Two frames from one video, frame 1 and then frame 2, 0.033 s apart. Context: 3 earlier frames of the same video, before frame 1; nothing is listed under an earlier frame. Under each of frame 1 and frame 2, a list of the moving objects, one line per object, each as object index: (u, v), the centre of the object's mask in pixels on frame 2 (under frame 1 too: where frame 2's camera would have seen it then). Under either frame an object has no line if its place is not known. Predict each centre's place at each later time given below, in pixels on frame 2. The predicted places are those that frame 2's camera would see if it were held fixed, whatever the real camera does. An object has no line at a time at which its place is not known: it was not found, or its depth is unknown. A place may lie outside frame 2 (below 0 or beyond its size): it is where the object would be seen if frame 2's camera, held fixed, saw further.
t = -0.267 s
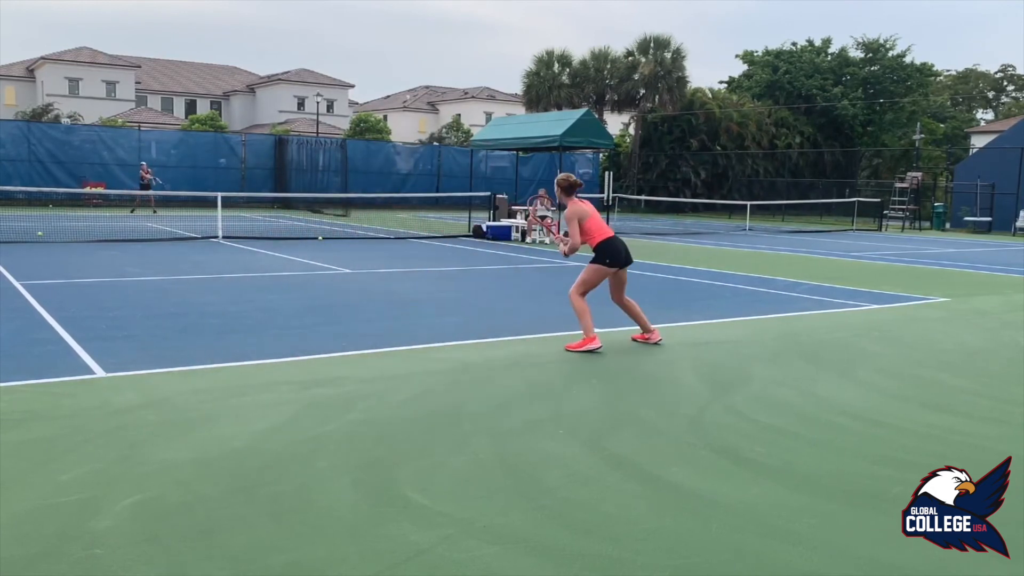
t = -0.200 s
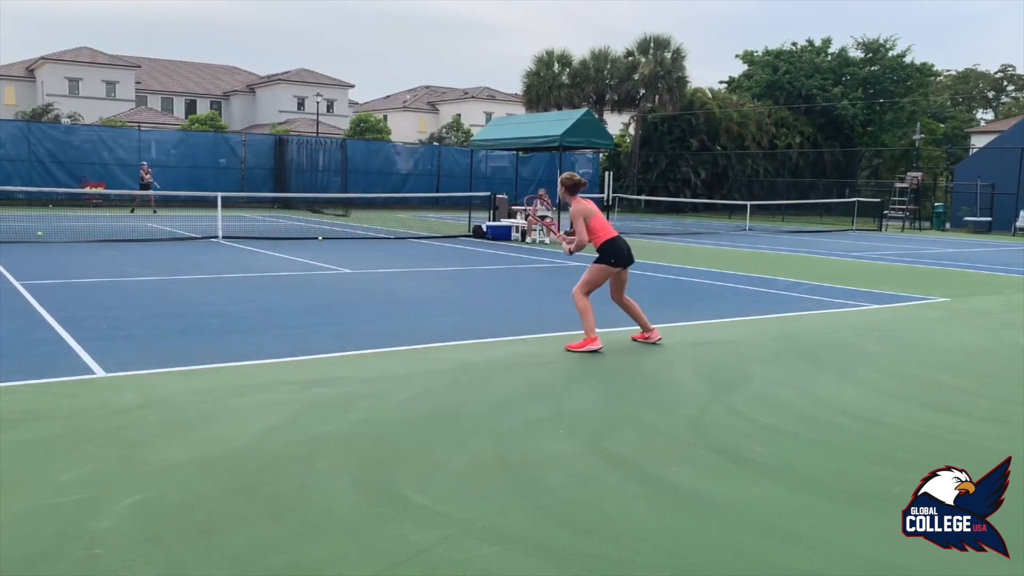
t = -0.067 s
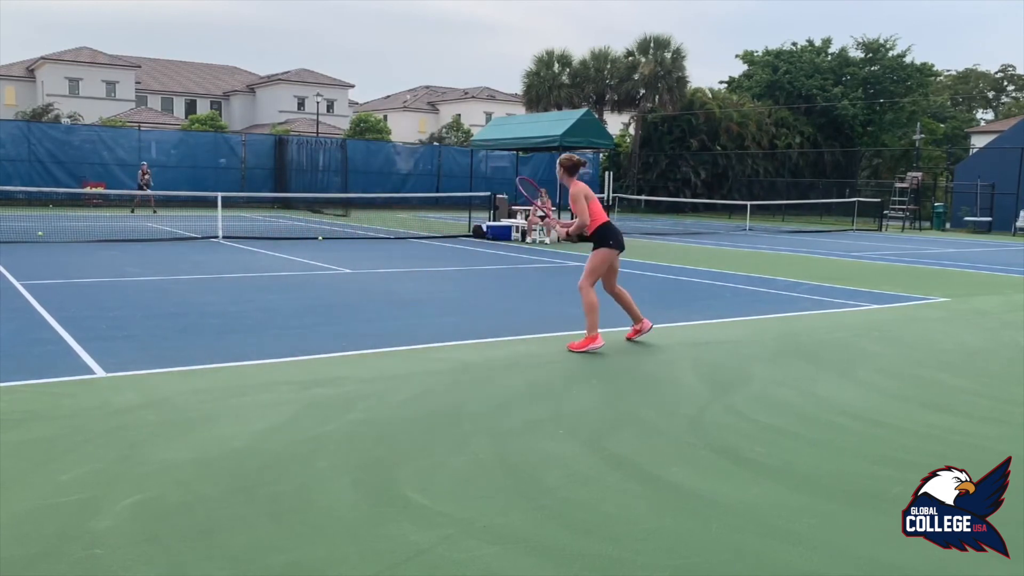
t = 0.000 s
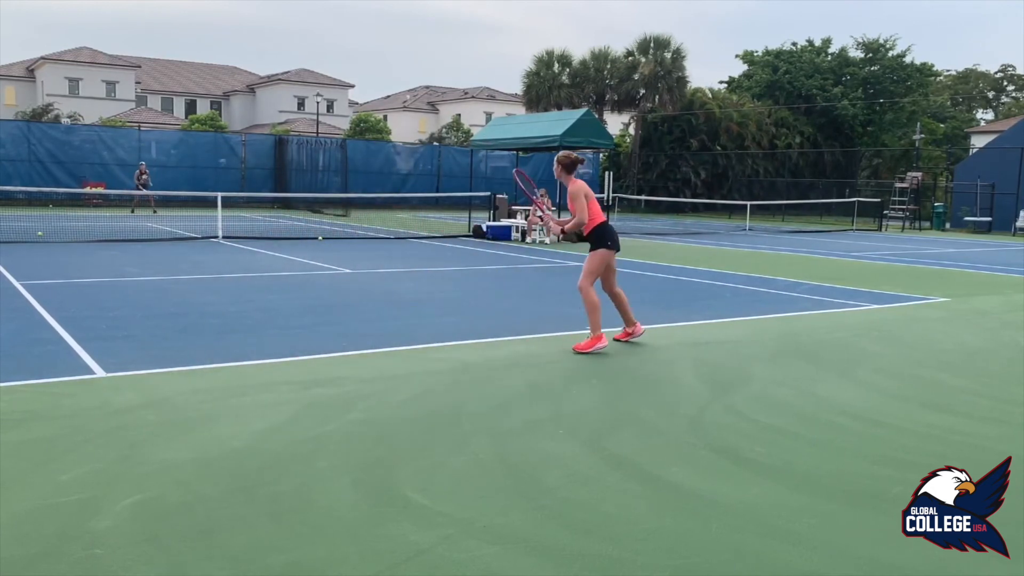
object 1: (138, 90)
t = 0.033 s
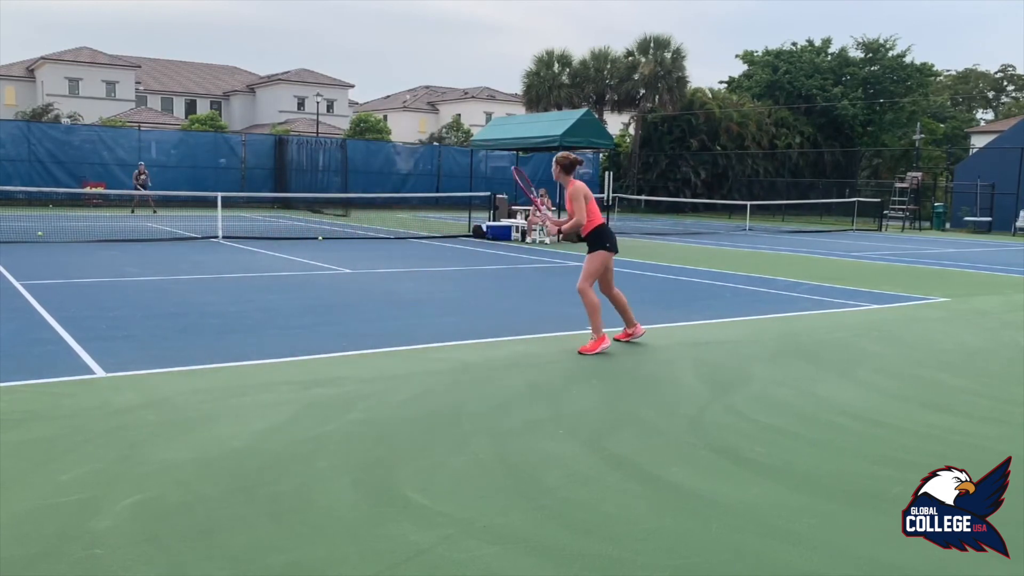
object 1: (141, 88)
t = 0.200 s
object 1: (159, 90)
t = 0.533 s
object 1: (216, 161)
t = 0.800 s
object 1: (282, 277)
